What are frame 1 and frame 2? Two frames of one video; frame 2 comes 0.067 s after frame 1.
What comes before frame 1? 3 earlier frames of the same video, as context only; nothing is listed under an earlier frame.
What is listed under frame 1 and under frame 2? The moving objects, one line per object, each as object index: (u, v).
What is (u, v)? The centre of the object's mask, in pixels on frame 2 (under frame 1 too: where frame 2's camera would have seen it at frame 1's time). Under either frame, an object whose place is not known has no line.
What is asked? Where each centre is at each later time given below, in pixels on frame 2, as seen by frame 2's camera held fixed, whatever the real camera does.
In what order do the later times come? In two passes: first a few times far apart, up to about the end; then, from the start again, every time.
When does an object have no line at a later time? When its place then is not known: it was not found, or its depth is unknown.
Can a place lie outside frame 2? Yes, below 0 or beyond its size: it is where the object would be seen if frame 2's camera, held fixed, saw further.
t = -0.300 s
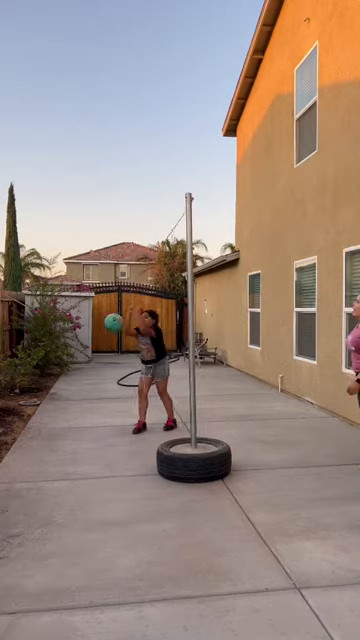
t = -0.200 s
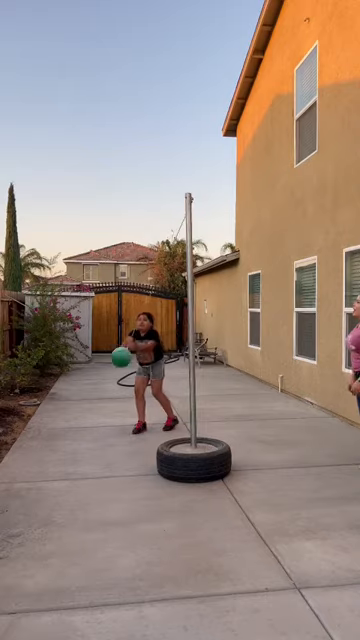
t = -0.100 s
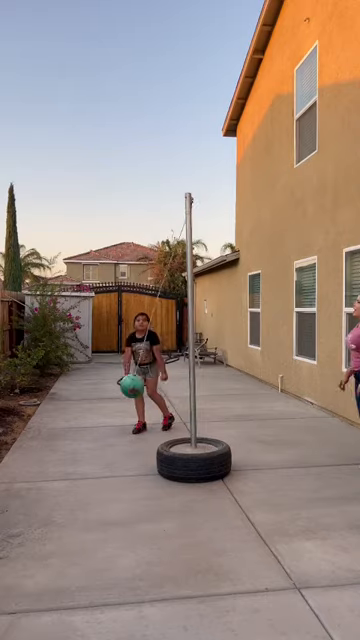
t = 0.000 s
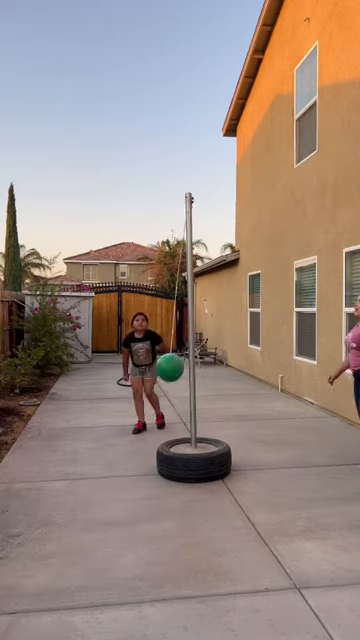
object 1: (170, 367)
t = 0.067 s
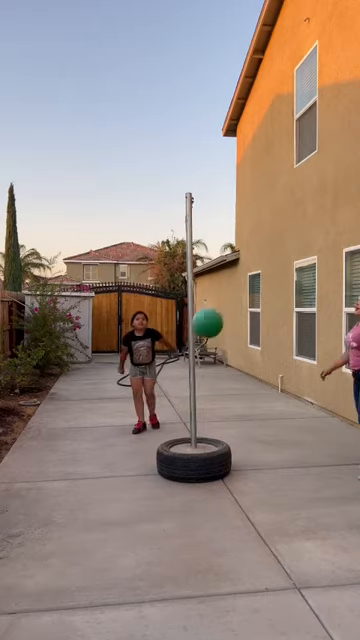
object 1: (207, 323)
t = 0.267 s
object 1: (304, 141)
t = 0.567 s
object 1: (324, 62)
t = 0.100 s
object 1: (227, 294)
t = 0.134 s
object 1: (246, 263)
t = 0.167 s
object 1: (266, 230)
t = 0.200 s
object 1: (281, 196)
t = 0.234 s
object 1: (294, 167)
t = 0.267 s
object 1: (304, 141)
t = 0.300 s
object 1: (313, 119)
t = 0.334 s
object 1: (319, 101)
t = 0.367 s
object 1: (323, 86)
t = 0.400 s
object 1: (326, 74)
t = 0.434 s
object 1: (327, 65)
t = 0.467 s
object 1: (327, 60)
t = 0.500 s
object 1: (327, 58)
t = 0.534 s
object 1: (325, 58)
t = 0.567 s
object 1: (324, 62)
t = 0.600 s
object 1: (322, 66)
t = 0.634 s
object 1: (320, 72)
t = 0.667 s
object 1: (317, 79)
